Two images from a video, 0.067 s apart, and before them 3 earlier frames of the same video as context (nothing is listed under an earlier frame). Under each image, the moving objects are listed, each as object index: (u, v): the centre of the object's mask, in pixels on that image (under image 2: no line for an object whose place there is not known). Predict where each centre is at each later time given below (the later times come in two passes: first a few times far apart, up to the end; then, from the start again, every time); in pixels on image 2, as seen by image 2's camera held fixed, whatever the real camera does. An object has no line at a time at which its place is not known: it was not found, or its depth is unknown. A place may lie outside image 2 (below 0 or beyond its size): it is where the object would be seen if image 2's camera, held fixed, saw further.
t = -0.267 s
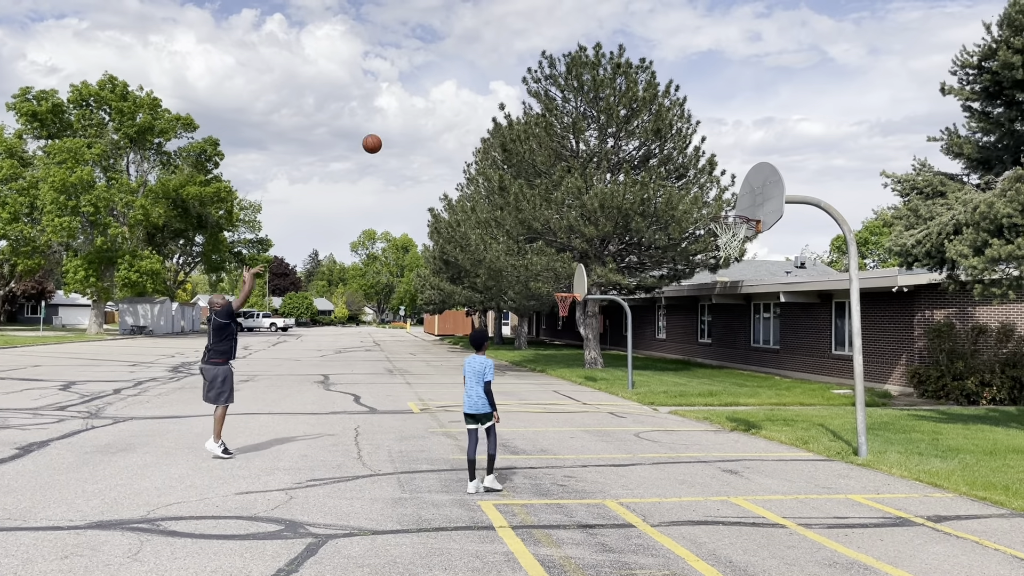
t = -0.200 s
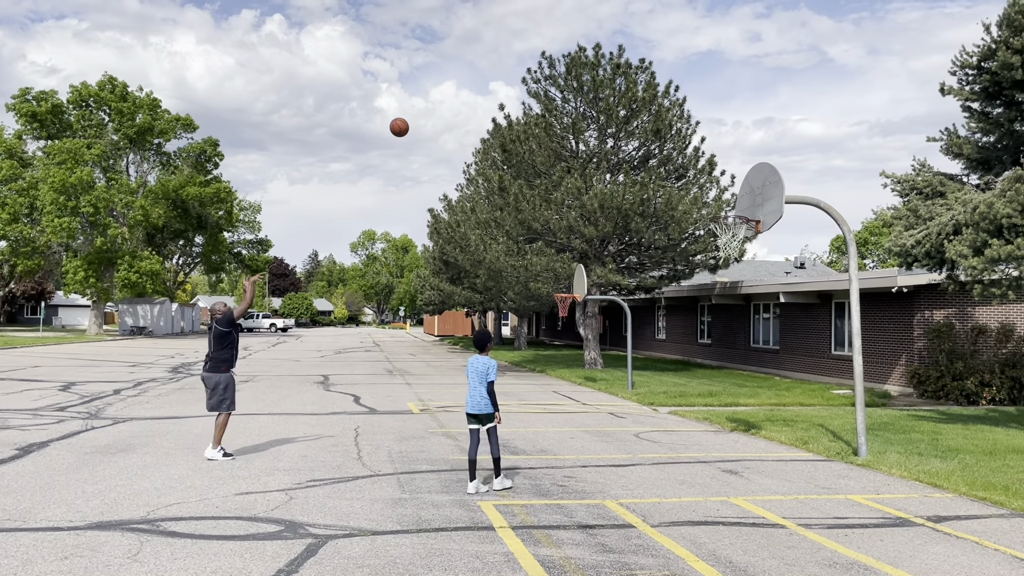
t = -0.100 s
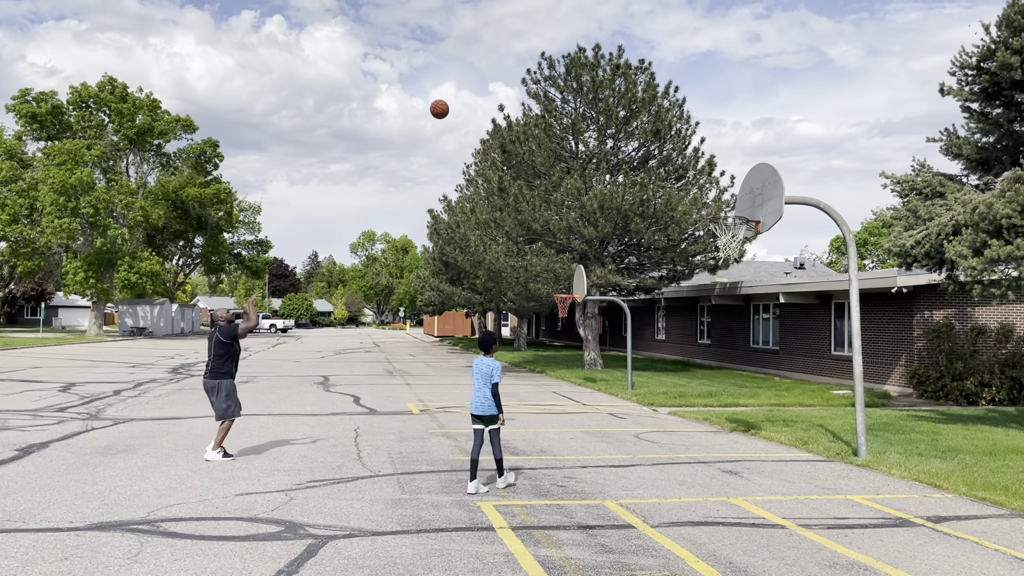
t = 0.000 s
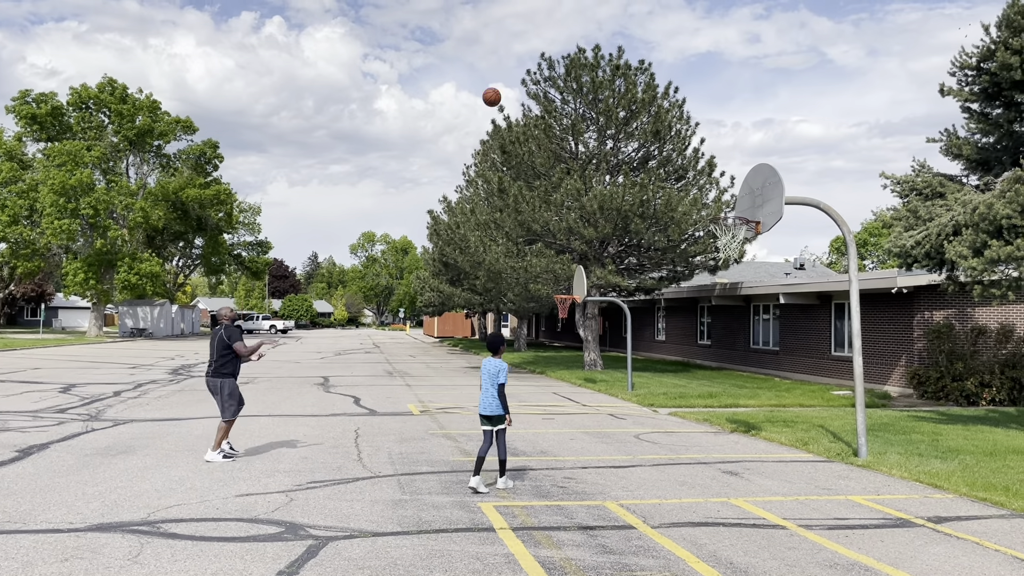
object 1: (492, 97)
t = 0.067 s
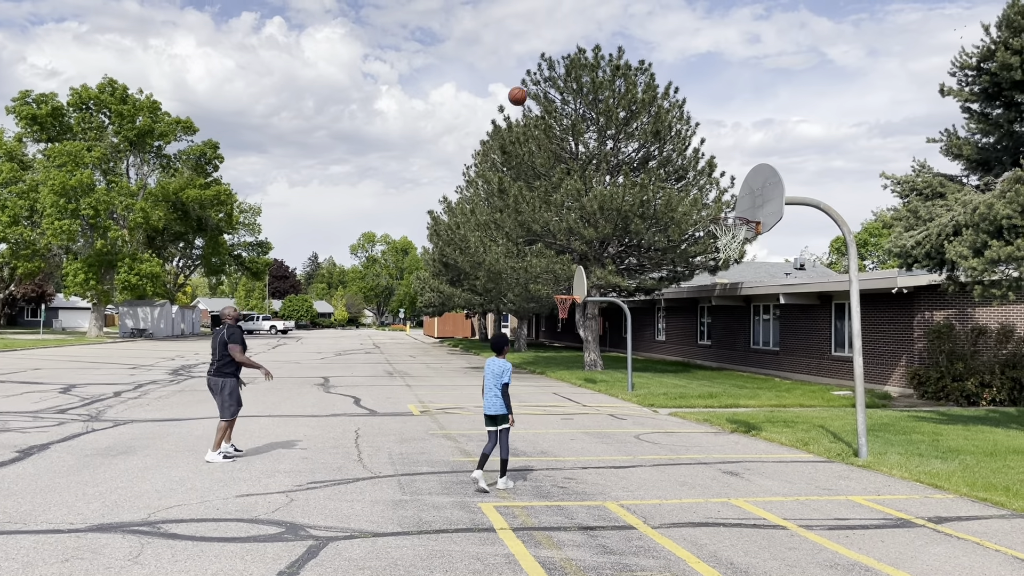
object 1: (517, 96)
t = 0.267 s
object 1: (592, 113)
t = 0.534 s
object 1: (686, 180)
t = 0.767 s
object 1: (736, 190)
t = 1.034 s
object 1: (700, 173)
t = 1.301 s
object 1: (665, 209)
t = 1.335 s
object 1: (661, 217)
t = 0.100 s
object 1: (530, 97)
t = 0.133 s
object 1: (542, 98)
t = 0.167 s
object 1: (555, 101)
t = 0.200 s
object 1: (567, 104)
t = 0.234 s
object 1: (580, 107)
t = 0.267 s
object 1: (592, 113)
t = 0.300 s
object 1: (604, 118)
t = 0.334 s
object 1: (616, 125)
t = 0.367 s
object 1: (628, 132)
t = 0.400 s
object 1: (639, 140)
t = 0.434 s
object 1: (652, 149)
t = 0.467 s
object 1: (663, 159)
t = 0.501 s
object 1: (675, 169)
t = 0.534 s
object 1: (686, 180)
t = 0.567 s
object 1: (697, 192)
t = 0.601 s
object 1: (709, 205)
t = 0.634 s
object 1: (718, 213)
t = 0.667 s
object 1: (723, 208)
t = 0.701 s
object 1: (728, 201)
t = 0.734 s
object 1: (732, 195)
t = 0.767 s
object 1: (736, 190)
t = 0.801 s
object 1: (731, 185)
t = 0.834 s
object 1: (726, 181)
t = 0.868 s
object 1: (722, 177)
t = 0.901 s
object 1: (718, 175)
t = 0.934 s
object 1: (713, 173)
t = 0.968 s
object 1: (709, 172)
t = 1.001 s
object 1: (705, 173)
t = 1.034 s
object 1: (700, 173)
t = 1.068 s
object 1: (696, 175)
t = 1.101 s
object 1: (692, 177)
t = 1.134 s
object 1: (687, 181)
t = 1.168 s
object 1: (683, 185)
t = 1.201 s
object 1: (678, 189)
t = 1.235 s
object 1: (674, 195)
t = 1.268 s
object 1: (669, 201)
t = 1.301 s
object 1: (665, 209)
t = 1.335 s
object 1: (661, 217)
